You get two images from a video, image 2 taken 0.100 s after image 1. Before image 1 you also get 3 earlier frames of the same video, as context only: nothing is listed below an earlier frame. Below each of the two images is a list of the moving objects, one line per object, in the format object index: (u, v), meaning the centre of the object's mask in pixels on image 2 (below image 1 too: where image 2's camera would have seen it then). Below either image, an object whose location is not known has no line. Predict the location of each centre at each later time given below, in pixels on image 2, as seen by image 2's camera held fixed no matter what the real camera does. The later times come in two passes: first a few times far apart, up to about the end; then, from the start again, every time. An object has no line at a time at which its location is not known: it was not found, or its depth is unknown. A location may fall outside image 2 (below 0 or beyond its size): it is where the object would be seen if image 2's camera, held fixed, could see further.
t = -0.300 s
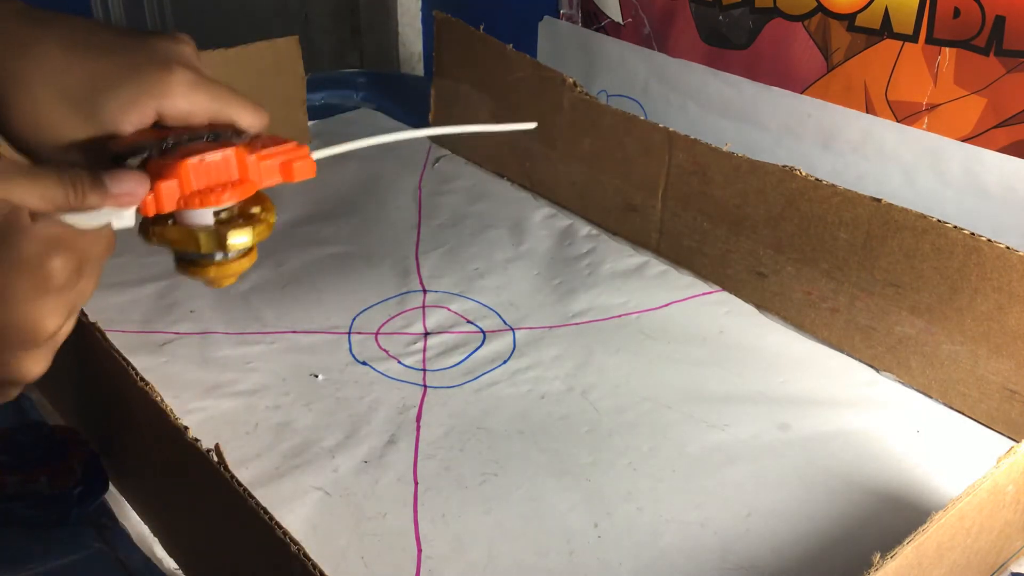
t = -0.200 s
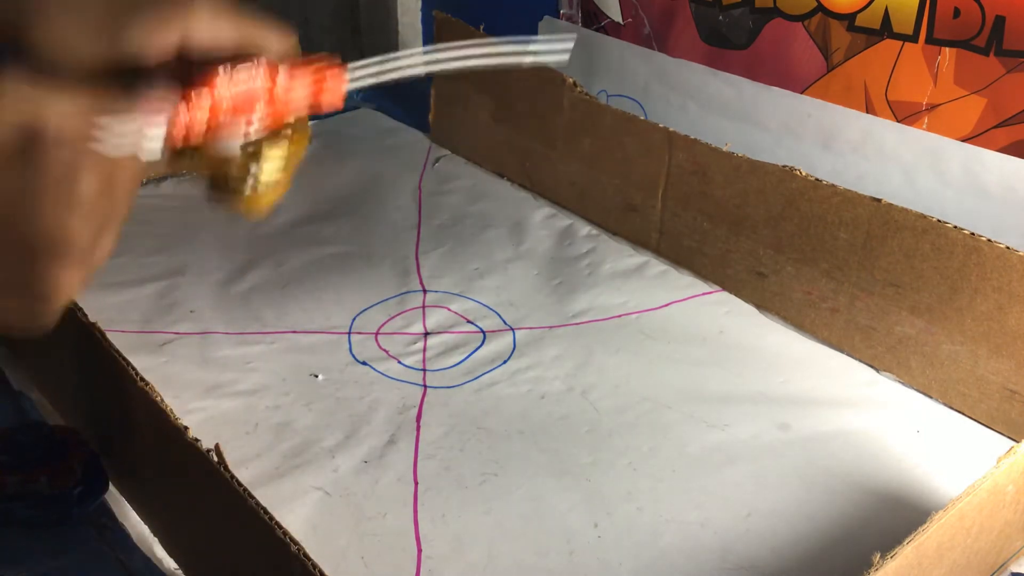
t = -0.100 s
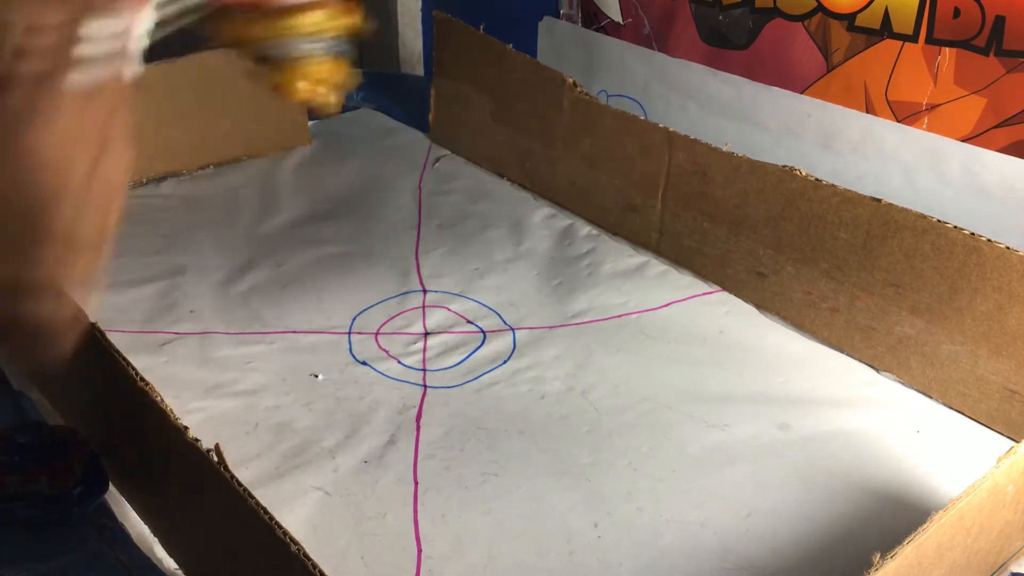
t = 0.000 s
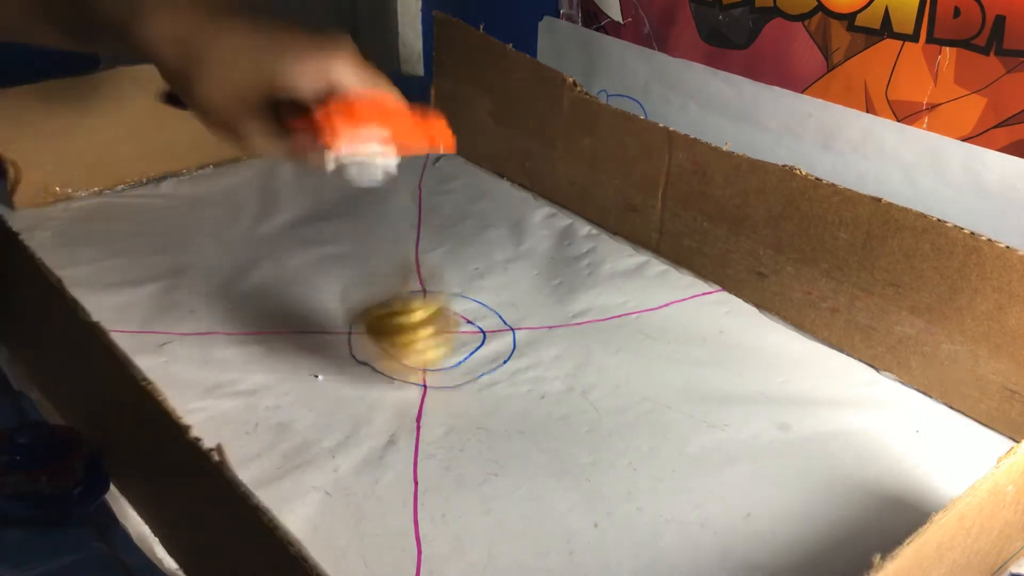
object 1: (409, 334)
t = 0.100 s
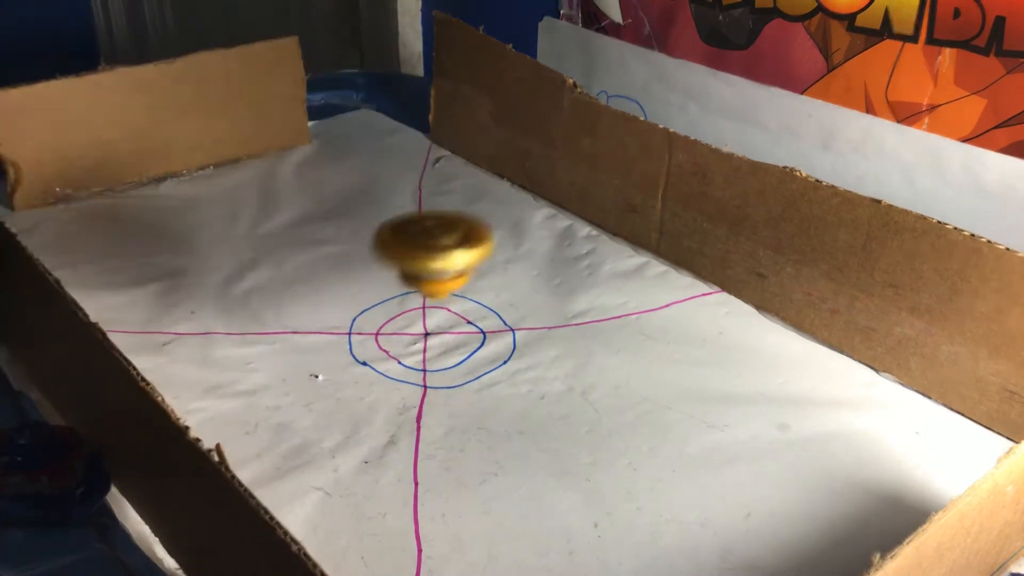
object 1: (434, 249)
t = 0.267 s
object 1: (489, 345)
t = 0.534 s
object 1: (512, 355)
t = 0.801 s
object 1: (510, 334)
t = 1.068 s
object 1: (467, 319)
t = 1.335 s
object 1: (411, 327)
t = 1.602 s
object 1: (410, 345)
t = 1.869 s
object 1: (455, 347)
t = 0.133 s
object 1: (446, 250)
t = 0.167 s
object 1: (461, 272)
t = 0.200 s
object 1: (475, 317)
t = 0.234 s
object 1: (482, 365)
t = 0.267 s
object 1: (489, 345)
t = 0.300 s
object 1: (493, 341)
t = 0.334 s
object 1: (498, 357)
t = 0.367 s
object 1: (500, 363)
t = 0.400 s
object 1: (503, 361)
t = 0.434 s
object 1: (506, 361)
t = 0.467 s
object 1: (508, 359)
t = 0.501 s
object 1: (512, 357)
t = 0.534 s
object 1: (512, 355)
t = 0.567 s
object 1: (514, 352)
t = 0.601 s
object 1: (515, 350)
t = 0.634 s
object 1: (517, 347)
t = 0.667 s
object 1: (517, 345)
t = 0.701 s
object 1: (517, 342)
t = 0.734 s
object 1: (515, 339)
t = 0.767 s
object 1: (513, 337)
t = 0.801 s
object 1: (510, 334)
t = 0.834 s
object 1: (506, 332)
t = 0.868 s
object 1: (502, 330)
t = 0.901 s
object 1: (496, 328)
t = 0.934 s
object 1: (490, 326)
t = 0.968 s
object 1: (484, 324)
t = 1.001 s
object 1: (479, 322)
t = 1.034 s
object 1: (474, 320)
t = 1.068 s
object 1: (467, 319)
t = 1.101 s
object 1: (459, 318)
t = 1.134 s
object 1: (452, 319)
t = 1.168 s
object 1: (443, 320)
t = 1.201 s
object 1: (435, 321)
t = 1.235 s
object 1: (427, 324)
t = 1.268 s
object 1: (421, 324)
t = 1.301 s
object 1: (416, 325)
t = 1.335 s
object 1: (411, 327)
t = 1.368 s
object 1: (407, 330)
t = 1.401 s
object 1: (404, 333)
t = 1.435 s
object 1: (402, 334)
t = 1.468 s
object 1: (402, 336)
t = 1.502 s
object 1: (403, 338)
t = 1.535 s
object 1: (405, 341)
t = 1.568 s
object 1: (407, 343)
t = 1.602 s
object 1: (410, 345)
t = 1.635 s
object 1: (414, 346)
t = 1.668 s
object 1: (419, 348)
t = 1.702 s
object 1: (424, 349)
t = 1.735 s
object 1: (430, 350)
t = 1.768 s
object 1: (439, 349)
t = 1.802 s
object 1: (445, 349)
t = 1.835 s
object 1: (450, 348)
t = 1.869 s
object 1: (455, 347)
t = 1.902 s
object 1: (462, 345)
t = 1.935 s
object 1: (466, 342)
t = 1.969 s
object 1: (469, 339)
